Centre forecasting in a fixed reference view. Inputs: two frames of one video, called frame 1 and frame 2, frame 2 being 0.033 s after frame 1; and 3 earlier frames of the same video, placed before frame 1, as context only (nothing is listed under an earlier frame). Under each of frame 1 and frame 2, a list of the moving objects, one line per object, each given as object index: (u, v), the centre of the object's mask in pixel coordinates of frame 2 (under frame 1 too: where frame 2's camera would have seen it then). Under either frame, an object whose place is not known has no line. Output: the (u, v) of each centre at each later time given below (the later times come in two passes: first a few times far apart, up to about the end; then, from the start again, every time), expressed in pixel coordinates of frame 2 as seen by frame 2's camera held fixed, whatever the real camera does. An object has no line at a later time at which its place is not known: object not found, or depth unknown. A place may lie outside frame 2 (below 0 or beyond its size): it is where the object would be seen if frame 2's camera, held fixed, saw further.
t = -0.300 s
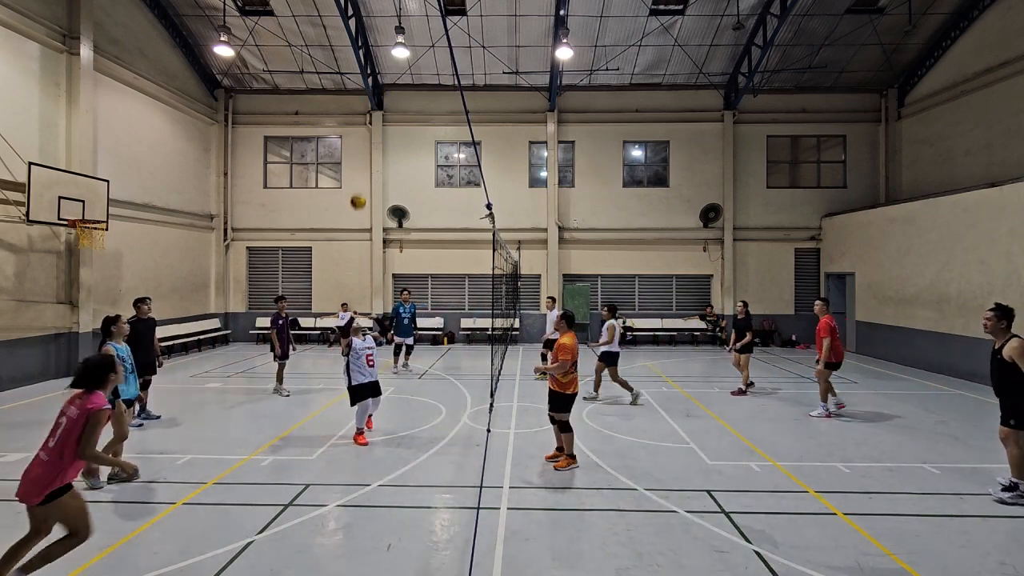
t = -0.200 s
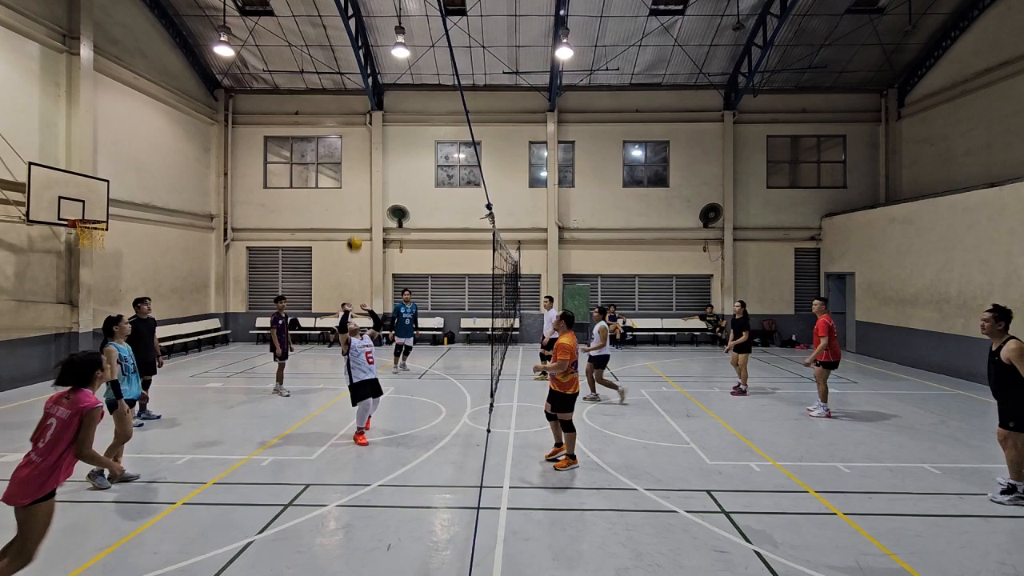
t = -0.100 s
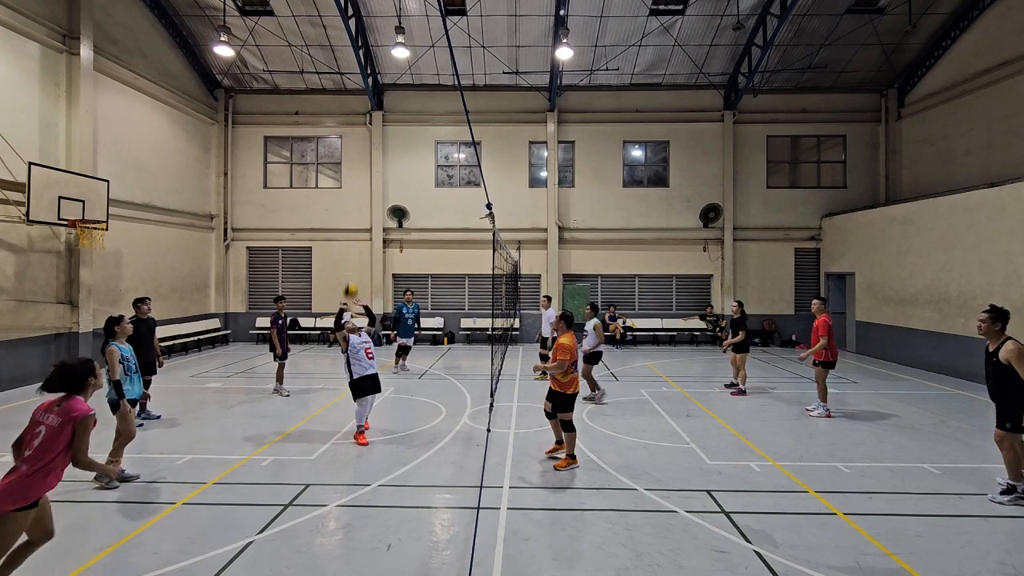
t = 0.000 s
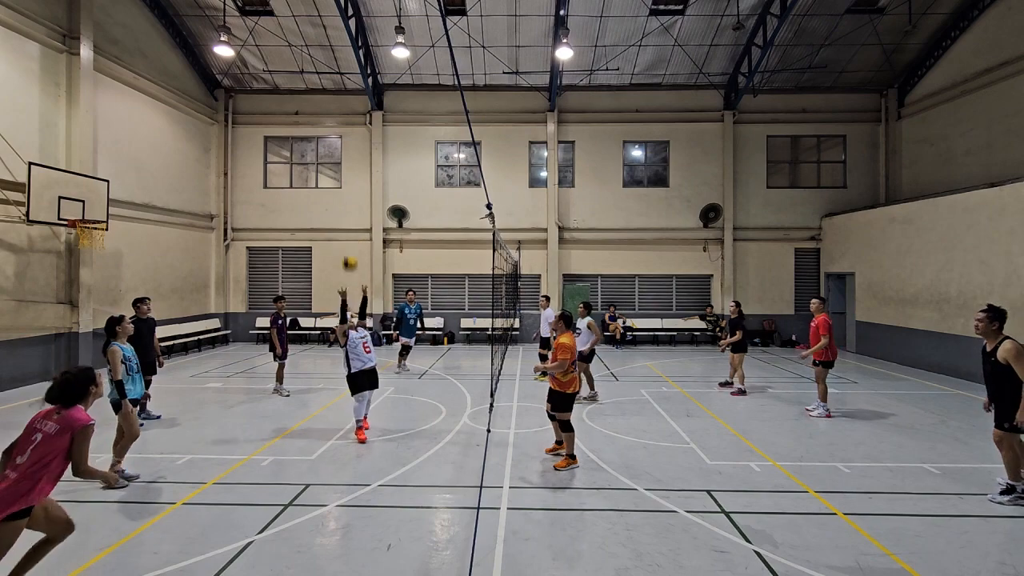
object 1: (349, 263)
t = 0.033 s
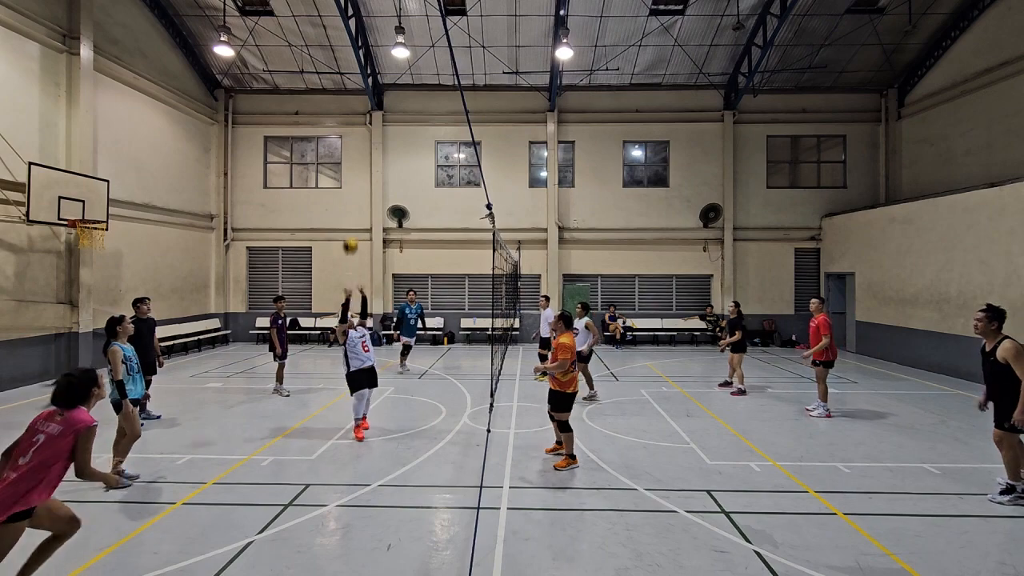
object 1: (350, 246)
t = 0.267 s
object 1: (351, 142)
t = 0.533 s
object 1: (352, 67)
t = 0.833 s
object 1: (353, 44)
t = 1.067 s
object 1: (355, 82)
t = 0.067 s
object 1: (350, 229)
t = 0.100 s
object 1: (350, 213)
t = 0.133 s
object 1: (350, 198)
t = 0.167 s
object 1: (350, 183)
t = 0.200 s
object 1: (350, 168)
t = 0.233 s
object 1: (350, 154)
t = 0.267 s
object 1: (351, 142)
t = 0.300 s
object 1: (351, 130)
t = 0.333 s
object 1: (351, 118)
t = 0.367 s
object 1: (351, 108)
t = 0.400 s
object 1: (351, 99)
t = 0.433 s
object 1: (351, 90)
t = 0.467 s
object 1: (351, 81)
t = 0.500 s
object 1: (351, 73)
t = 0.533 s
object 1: (352, 67)
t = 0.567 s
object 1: (352, 61)
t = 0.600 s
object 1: (352, 55)
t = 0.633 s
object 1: (352, 51)
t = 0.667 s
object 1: (352, 48)
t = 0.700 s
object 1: (352, 45)
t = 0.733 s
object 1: (353, 43)
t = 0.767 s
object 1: (353, 43)
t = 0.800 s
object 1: (353, 43)
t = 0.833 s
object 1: (353, 44)
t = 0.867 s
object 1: (353, 46)
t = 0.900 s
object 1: (354, 50)
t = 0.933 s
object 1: (354, 53)
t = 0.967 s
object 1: (354, 59)
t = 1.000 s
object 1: (354, 65)
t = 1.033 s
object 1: (355, 73)
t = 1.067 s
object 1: (355, 82)
